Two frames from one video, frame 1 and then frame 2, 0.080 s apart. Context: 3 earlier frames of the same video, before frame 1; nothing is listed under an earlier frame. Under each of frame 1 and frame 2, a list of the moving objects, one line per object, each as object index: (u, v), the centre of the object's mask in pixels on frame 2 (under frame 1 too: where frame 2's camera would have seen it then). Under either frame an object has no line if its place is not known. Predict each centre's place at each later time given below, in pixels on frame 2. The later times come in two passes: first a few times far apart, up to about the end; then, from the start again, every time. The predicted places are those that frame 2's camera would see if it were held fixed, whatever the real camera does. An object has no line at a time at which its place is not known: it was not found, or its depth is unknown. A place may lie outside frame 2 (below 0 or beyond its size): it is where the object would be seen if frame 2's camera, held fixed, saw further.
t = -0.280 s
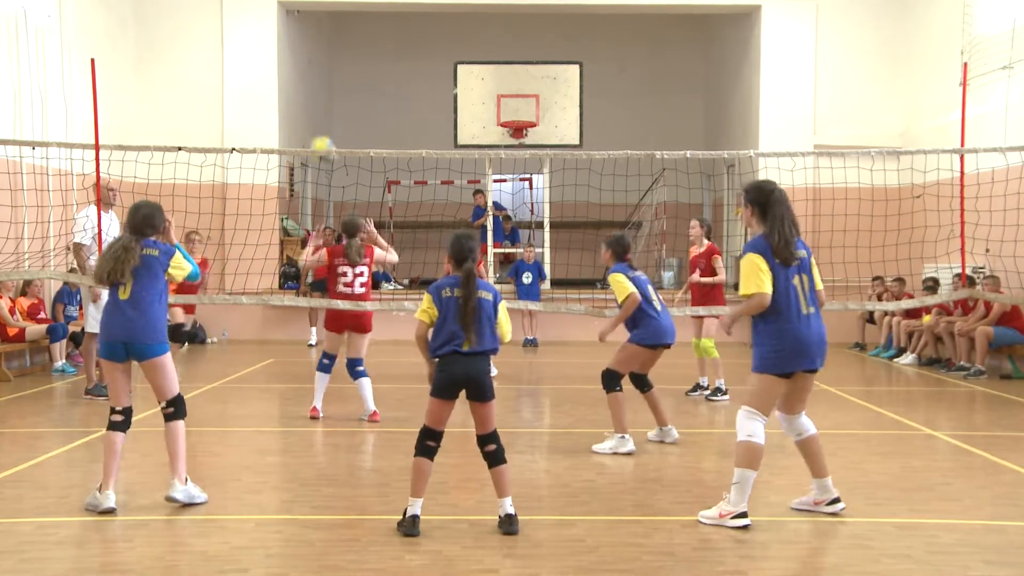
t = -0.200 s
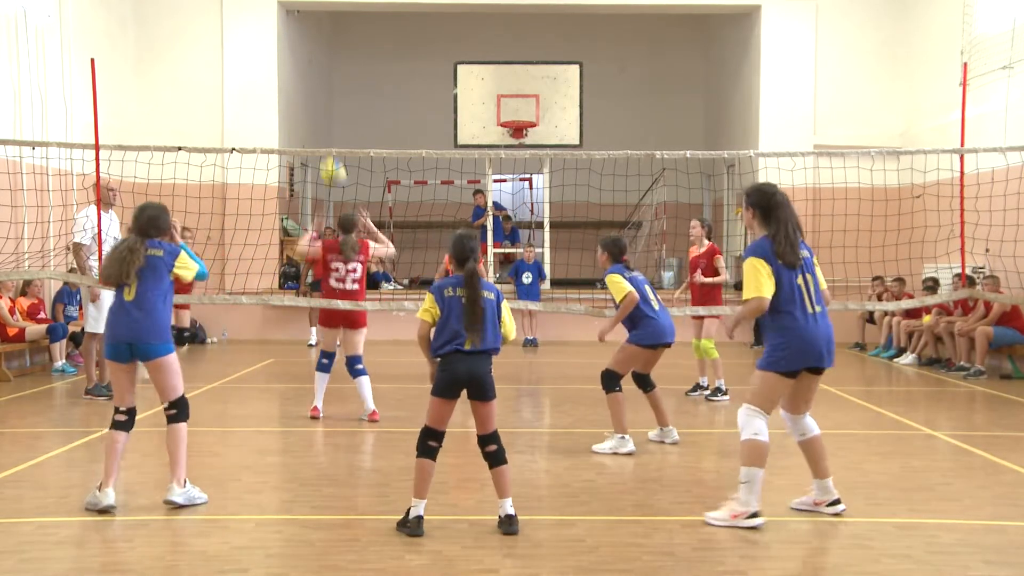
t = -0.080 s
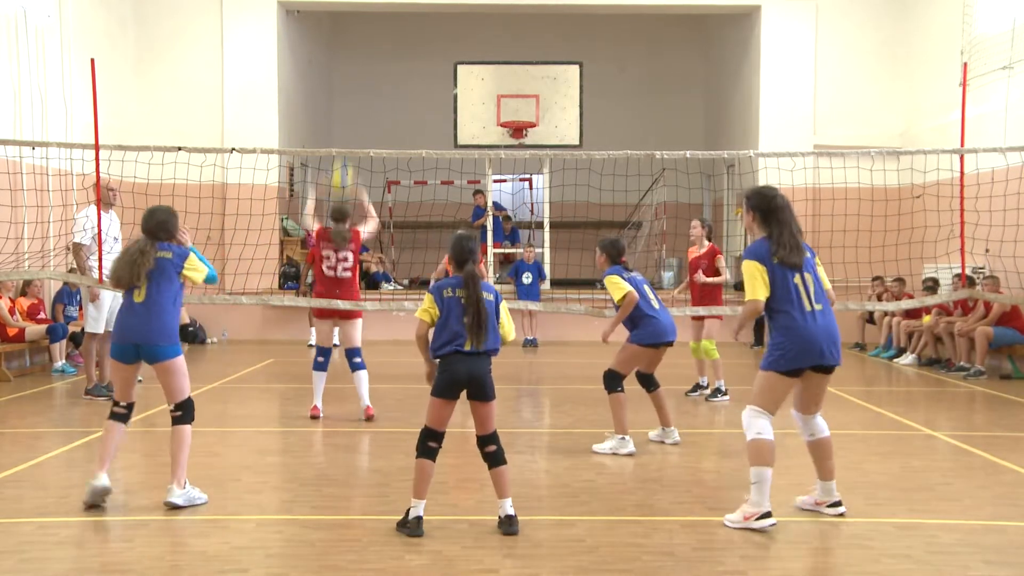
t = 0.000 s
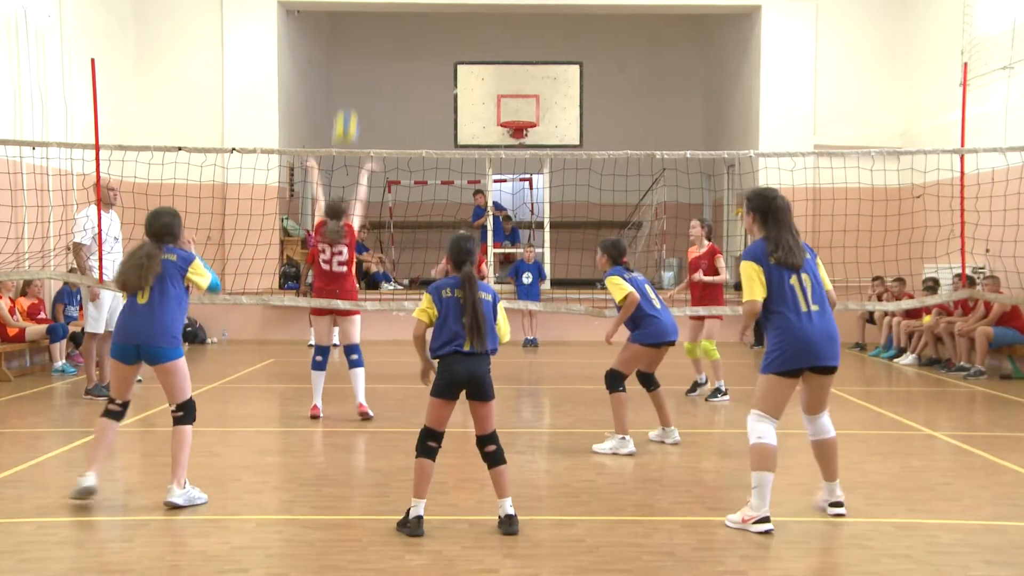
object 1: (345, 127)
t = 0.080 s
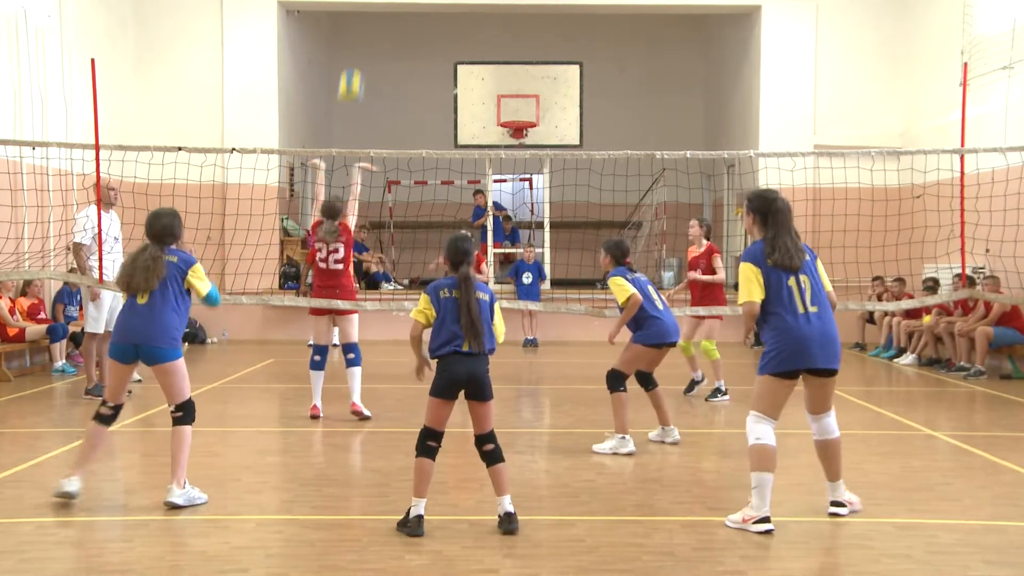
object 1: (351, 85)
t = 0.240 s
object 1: (361, 29)
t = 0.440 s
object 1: (372, 7)
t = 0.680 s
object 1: (385, 31)
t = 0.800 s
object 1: (391, 65)
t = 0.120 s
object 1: (354, 68)
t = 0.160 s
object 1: (356, 53)
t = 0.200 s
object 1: (358, 40)
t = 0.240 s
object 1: (361, 29)
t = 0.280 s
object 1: (363, 20)
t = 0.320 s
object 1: (365, 14)
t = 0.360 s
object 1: (367, 10)
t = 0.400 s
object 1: (370, 8)
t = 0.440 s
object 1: (372, 7)
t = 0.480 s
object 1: (374, 7)
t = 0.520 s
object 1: (376, 8)
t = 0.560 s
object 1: (378, 10)
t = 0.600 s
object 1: (381, 15)
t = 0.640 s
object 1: (383, 22)
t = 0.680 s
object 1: (385, 31)
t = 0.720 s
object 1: (387, 41)
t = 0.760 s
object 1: (389, 52)
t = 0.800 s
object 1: (391, 65)
